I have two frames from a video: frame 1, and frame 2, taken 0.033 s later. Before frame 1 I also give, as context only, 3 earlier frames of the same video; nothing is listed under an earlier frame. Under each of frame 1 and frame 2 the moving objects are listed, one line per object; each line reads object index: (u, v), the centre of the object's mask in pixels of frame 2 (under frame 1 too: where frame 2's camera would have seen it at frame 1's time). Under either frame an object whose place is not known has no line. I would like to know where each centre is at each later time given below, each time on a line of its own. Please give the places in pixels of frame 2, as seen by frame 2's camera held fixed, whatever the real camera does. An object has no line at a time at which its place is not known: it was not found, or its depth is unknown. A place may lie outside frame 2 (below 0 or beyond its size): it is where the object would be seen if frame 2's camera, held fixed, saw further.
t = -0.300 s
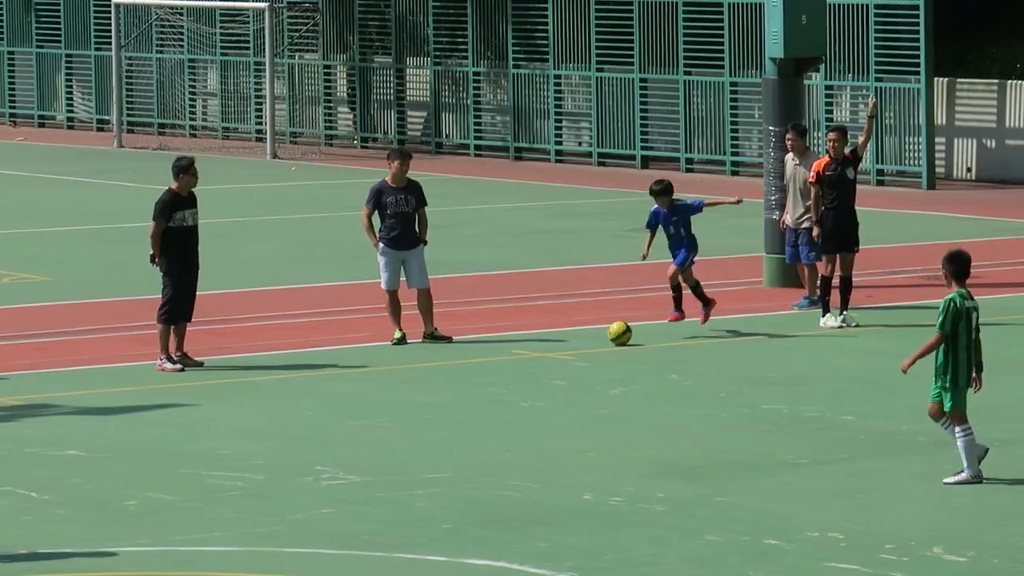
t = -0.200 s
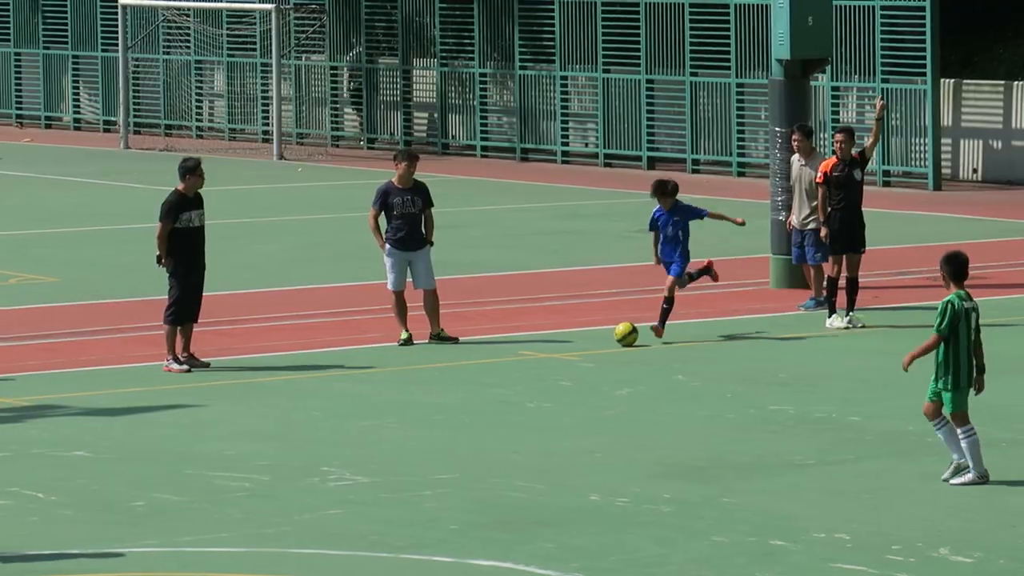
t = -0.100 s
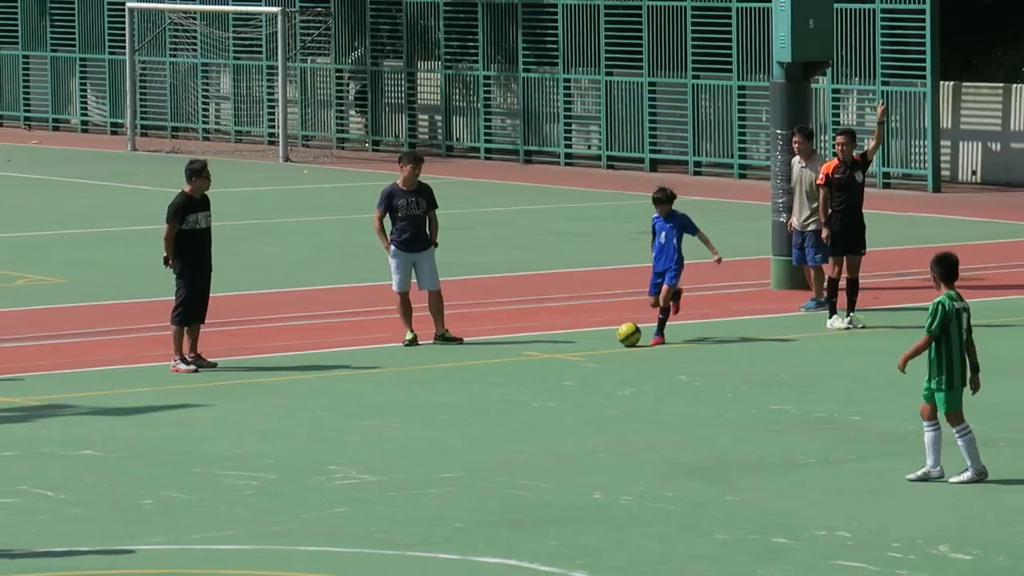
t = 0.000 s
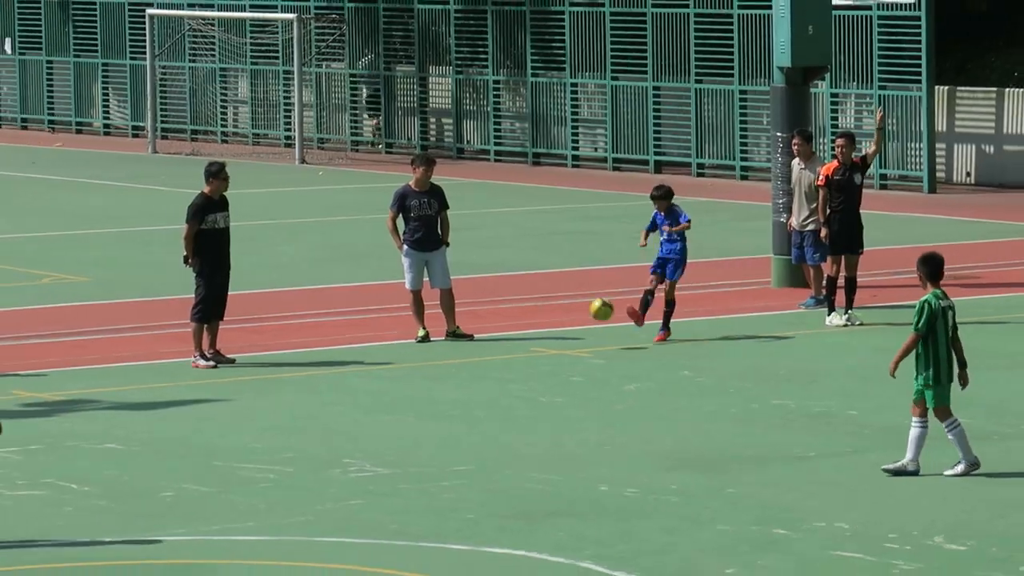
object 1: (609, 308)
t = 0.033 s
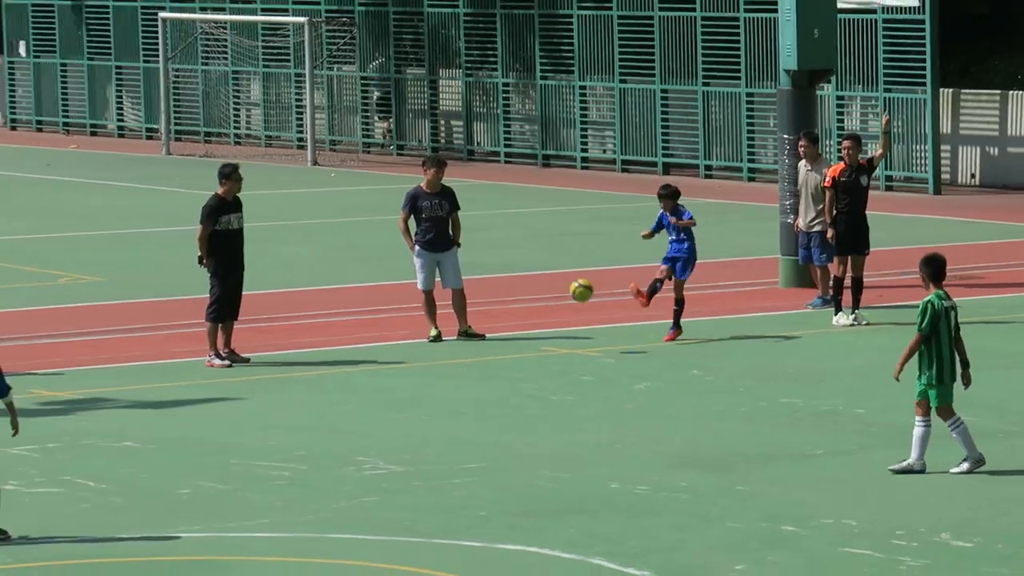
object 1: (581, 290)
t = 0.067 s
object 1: (551, 272)
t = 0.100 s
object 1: (518, 255)
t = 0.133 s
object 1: (485, 240)
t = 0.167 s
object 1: (452, 227)
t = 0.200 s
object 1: (417, 213)
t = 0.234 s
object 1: (382, 201)
